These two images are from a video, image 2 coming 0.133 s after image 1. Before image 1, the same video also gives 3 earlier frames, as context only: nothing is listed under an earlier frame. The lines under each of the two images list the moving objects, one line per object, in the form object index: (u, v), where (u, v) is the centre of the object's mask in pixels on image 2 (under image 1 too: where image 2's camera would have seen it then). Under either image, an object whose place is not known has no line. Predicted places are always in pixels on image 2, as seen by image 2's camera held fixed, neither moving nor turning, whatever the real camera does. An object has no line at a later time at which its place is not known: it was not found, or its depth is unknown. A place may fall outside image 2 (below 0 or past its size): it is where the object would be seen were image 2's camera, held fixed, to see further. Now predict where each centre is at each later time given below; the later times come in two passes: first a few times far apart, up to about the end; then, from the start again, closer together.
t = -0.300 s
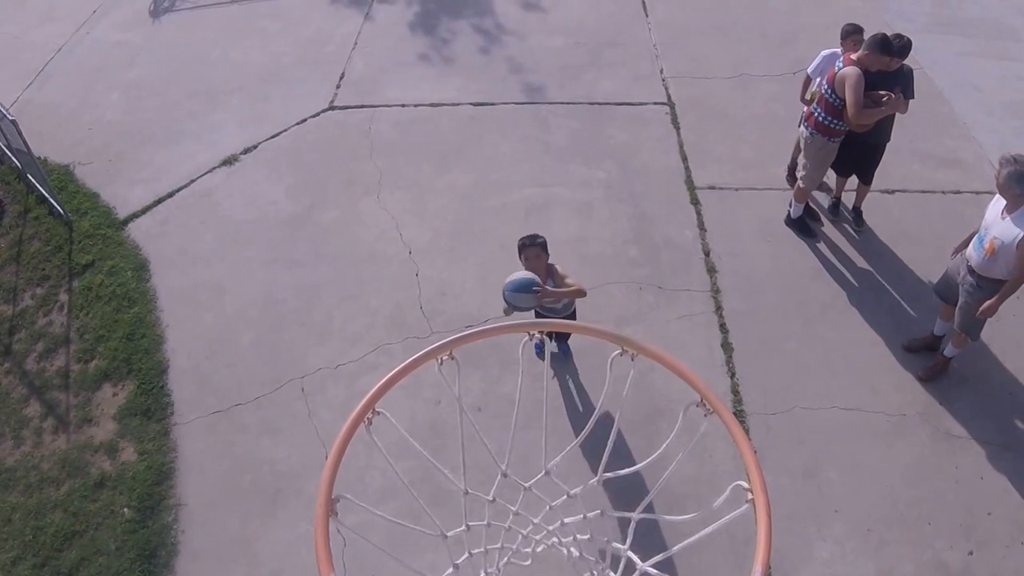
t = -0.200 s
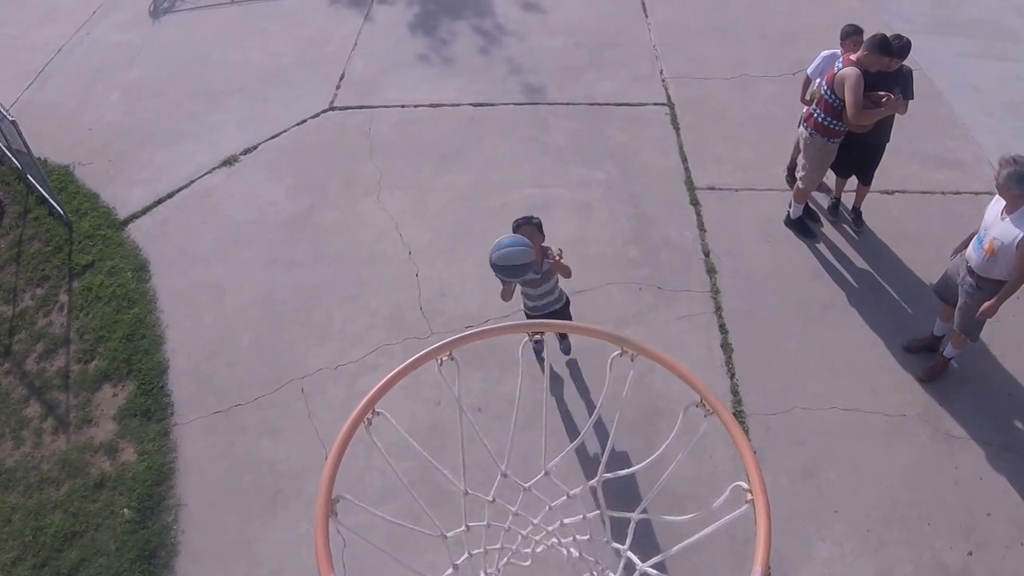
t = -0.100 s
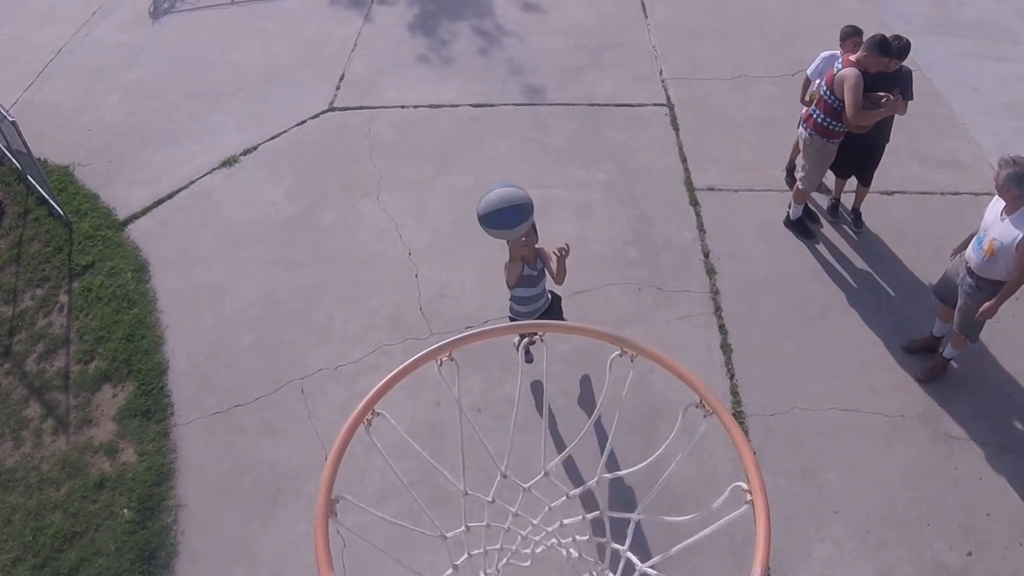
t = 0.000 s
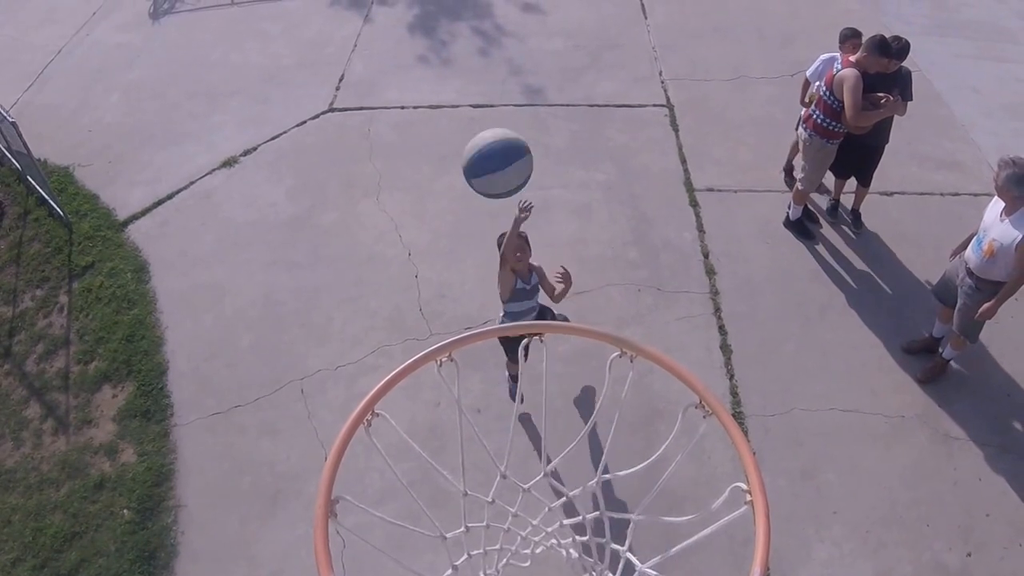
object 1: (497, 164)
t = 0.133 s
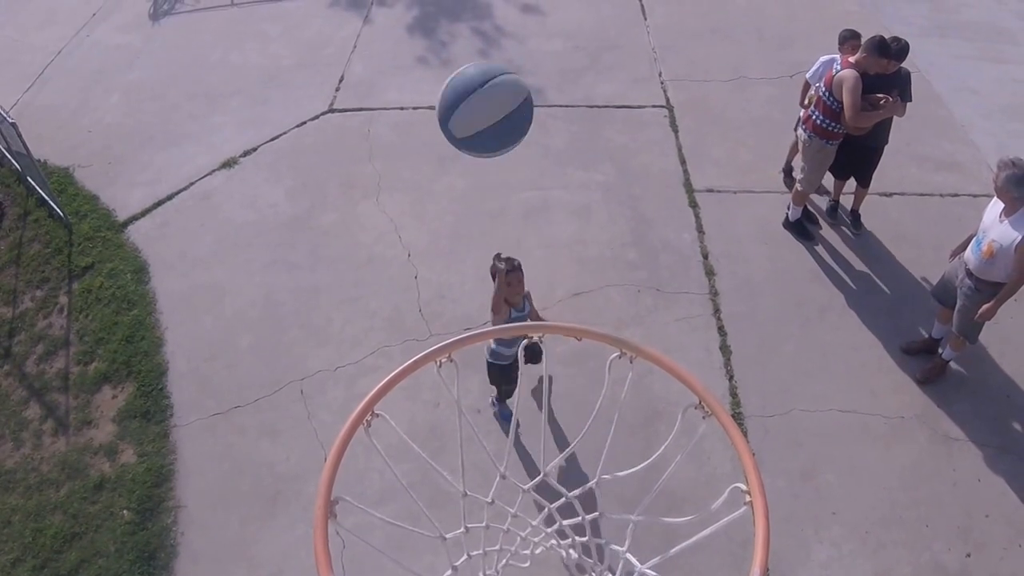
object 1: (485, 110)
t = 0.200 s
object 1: (478, 94)
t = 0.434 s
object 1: (452, 250)
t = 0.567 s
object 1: (476, 527)
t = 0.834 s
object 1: (487, 443)
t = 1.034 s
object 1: (418, 498)
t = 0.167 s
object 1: (481, 101)
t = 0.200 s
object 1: (478, 94)
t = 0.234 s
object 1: (474, 92)
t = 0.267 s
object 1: (471, 95)
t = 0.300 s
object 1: (467, 104)
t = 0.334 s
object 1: (463, 122)
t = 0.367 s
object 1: (459, 151)
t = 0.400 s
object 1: (455, 192)
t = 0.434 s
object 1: (452, 250)
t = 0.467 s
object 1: (450, 325)
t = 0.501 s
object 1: (449, 417)
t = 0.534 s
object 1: (451, 496)
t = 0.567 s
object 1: (476, 527)
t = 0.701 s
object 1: (618, 485)
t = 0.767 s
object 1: (544, 455)
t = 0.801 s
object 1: (510, 447)
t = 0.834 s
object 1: (487, 443)
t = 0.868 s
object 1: (467, 444)
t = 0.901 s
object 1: (453, 451)
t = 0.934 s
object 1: (441, 458)
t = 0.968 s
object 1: (430, 470)
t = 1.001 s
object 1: (422, 482)
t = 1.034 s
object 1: (418, 498)
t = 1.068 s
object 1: (425, 515)
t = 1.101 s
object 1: (434, 533)
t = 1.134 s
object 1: (447, 548)
